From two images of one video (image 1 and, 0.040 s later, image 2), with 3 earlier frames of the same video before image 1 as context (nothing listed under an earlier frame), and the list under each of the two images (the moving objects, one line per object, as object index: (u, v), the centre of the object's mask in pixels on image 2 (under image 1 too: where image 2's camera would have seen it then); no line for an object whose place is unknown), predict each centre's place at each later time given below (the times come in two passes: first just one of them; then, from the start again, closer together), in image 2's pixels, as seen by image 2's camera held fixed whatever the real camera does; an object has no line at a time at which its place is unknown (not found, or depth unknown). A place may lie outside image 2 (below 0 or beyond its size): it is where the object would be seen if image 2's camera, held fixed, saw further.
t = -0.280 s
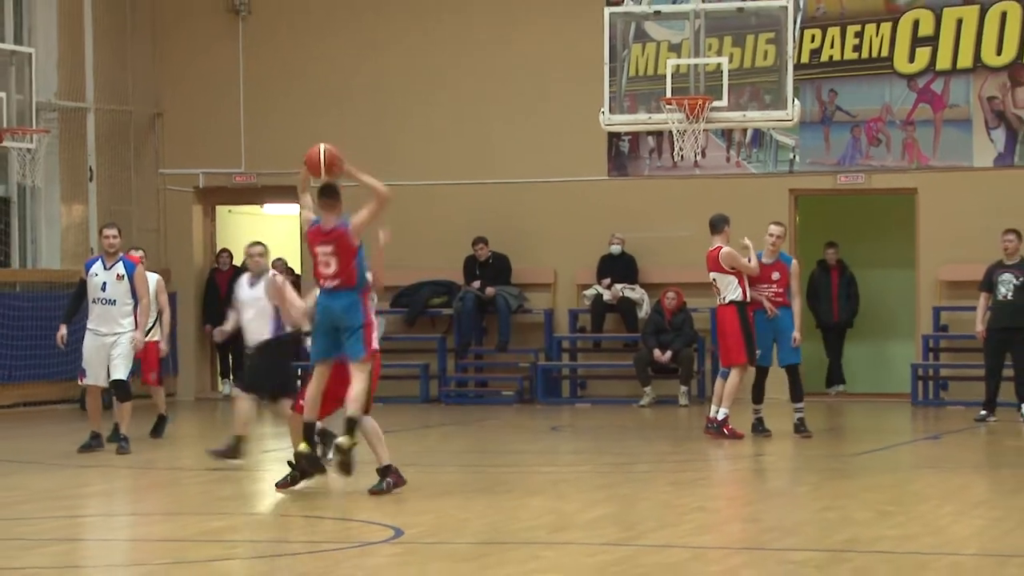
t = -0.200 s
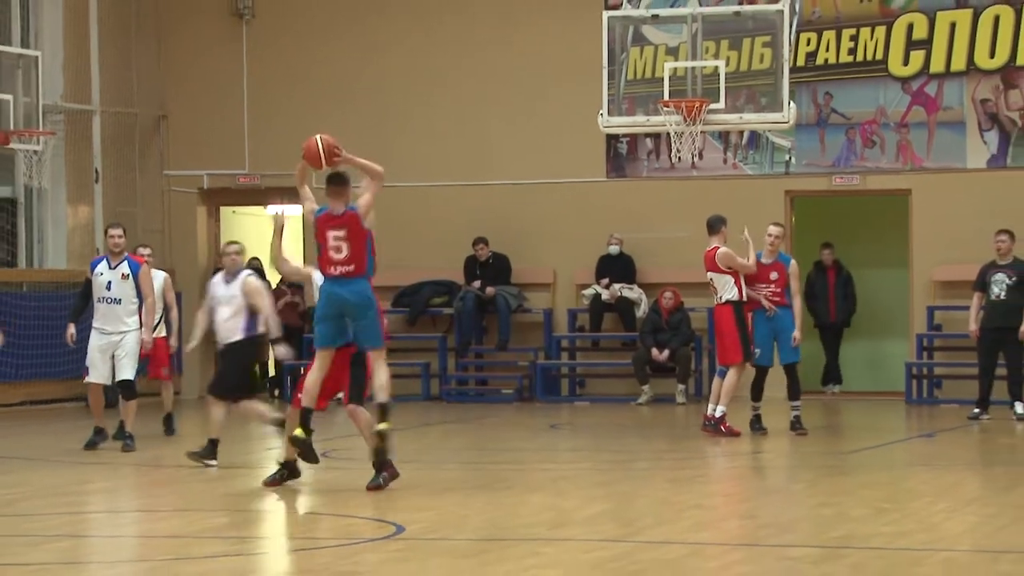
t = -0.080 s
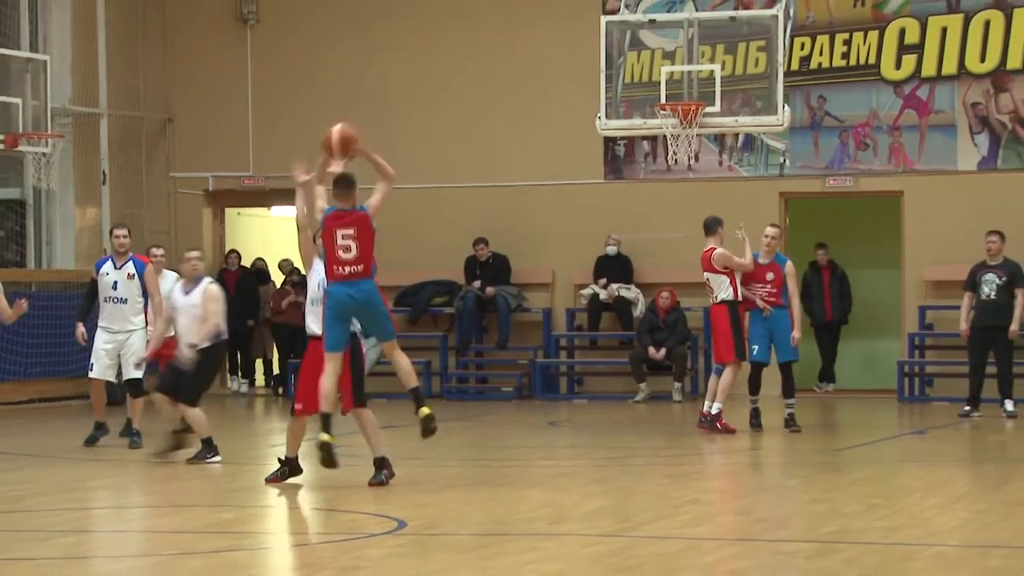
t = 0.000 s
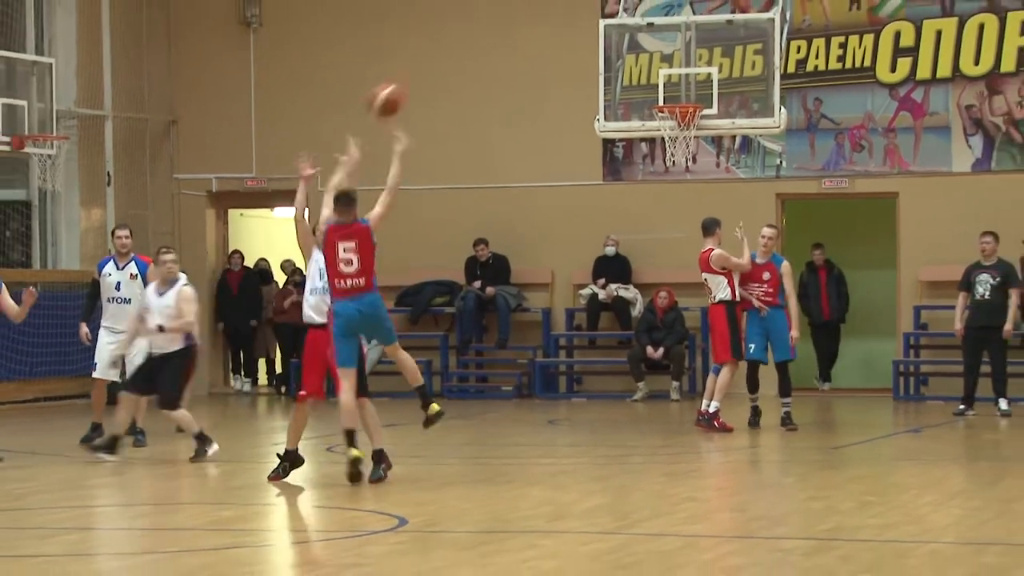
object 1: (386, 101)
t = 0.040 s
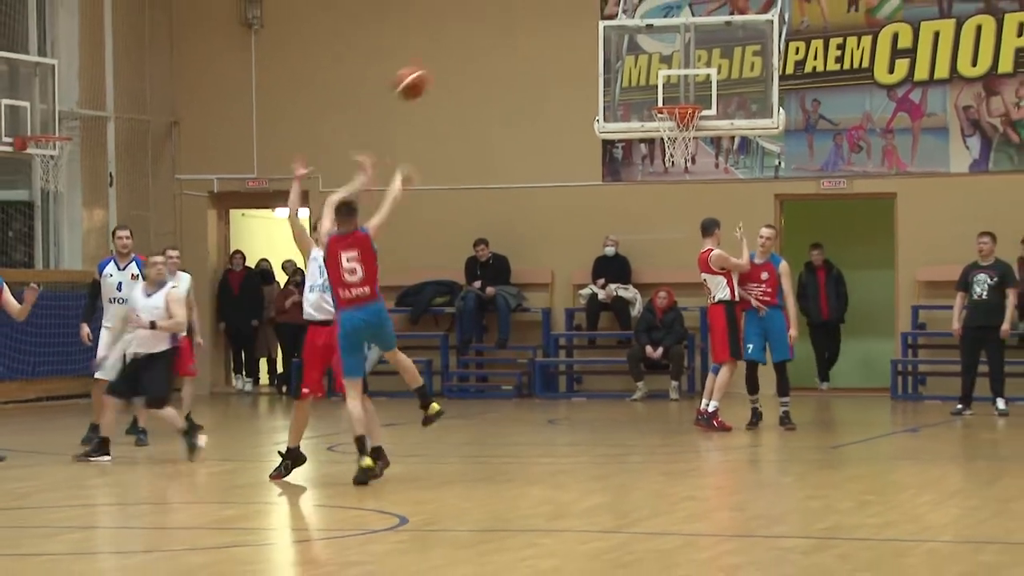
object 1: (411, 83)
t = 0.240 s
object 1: (517, 27)
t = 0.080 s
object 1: (433, 67)
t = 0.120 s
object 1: (454, 54)
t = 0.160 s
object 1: (476, 42)
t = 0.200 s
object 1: (497, 34)
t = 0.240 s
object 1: (517, 27)
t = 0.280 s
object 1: (537, 24)
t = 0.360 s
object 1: (575, 21)
